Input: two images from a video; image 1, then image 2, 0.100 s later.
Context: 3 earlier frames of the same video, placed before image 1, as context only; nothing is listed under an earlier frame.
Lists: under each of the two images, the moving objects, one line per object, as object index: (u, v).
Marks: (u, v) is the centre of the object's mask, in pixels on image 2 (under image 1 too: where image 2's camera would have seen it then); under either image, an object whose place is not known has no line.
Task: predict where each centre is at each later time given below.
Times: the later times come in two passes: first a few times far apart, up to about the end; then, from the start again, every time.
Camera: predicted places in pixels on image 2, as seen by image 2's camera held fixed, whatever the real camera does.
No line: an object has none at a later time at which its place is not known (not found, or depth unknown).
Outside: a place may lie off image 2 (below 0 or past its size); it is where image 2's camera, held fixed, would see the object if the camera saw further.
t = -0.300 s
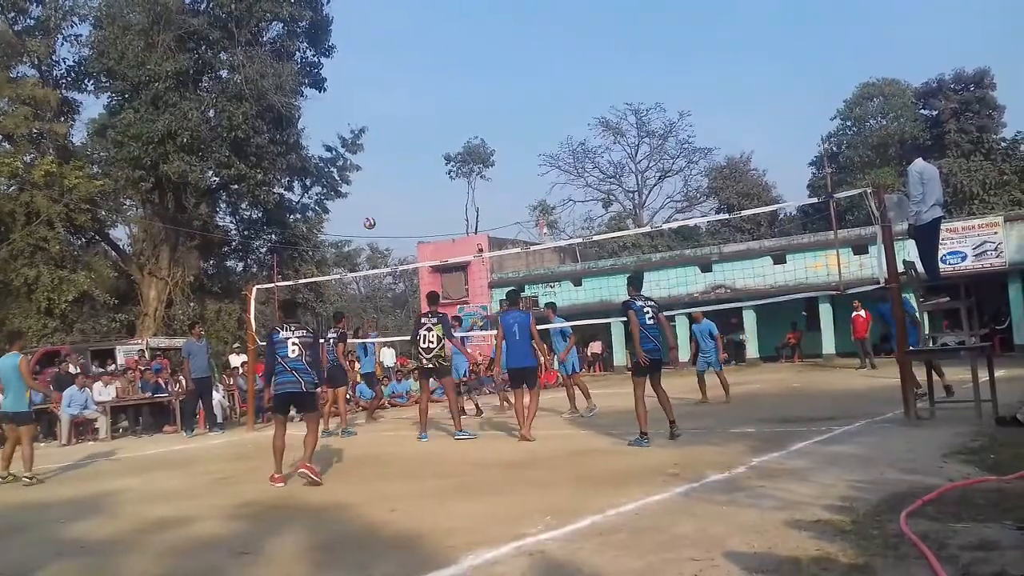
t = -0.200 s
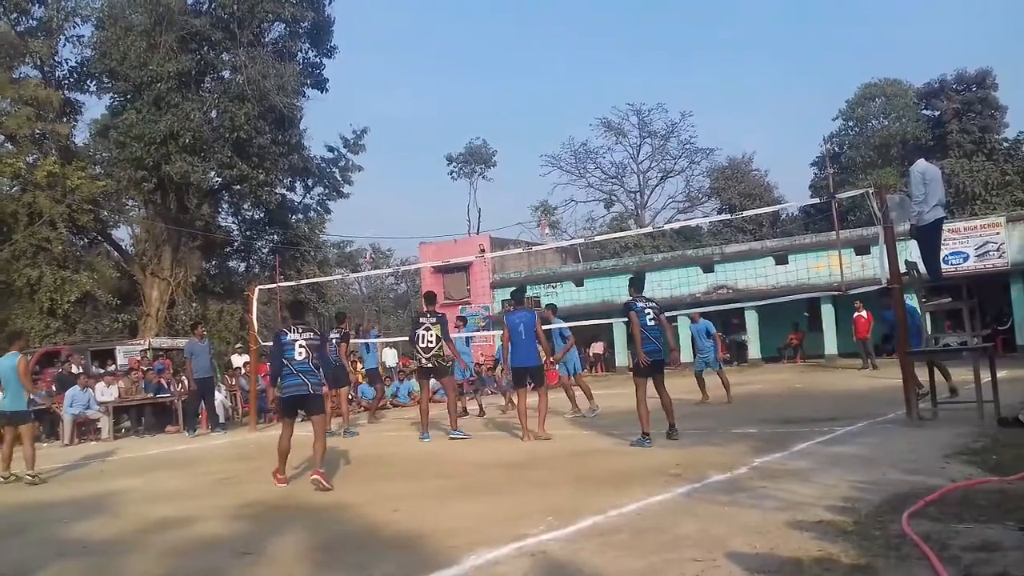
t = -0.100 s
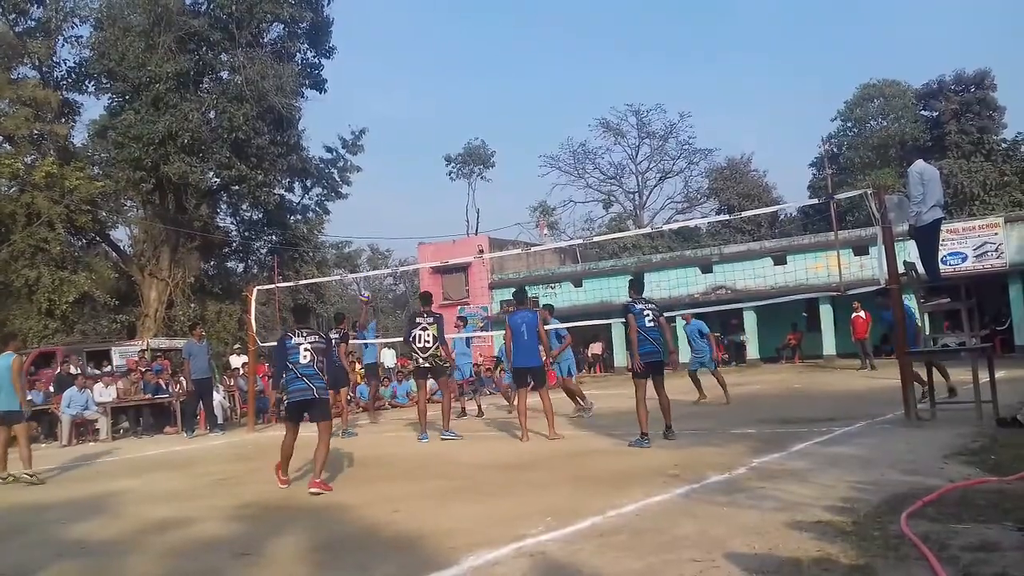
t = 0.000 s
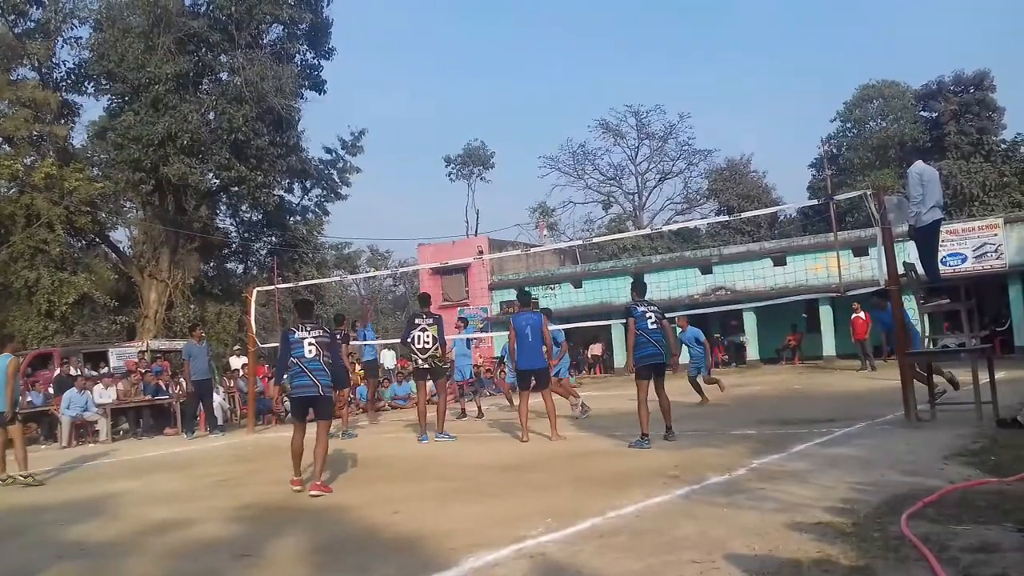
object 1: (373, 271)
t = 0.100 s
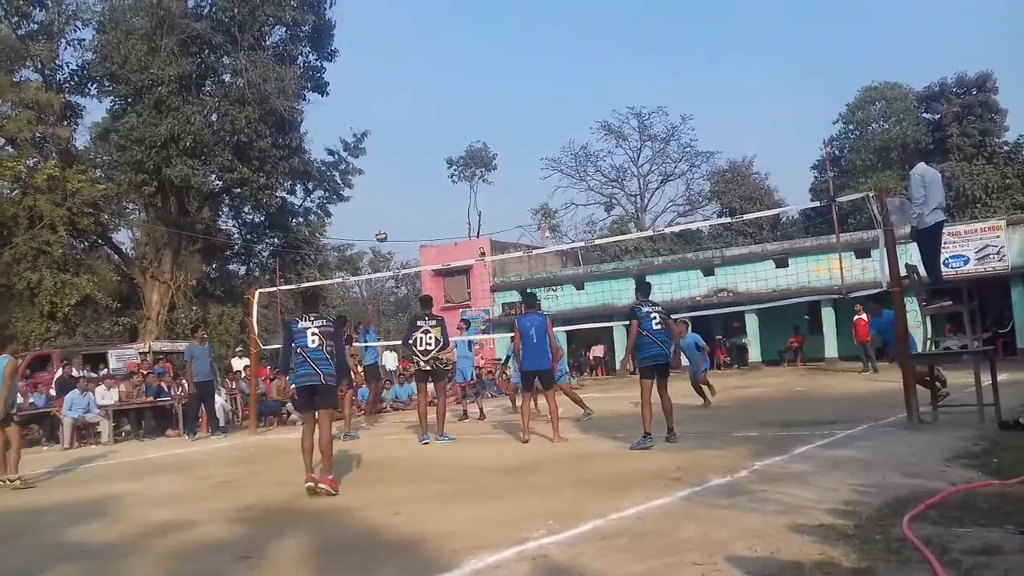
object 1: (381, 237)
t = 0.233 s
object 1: (393, 193)
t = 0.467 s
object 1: (413, 139)
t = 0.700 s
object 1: (435, 115)
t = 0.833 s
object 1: (450, 117)
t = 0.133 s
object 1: (384, 225)
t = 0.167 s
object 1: (387, 214)
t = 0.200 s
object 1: (390, 203)
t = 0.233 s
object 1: (393, 193)
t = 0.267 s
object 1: (395, 183)
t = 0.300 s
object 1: (398, 174)
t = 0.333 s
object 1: (401, 166)
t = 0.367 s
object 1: (404, 159)
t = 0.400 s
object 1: (407, 151)
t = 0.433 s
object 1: (410, 145)
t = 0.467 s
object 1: (413, 139)
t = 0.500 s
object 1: (416, 134)
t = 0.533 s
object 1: (419, 129)
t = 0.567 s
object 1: (422, 125)
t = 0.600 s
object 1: (425, 122)
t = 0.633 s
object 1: (429, 119)
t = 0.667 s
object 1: (432, 117)
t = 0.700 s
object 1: (435, 115)
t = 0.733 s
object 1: (439, 115)
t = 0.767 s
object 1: (442, 115)
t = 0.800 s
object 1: (446, 116)
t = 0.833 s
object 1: (450, 117)
